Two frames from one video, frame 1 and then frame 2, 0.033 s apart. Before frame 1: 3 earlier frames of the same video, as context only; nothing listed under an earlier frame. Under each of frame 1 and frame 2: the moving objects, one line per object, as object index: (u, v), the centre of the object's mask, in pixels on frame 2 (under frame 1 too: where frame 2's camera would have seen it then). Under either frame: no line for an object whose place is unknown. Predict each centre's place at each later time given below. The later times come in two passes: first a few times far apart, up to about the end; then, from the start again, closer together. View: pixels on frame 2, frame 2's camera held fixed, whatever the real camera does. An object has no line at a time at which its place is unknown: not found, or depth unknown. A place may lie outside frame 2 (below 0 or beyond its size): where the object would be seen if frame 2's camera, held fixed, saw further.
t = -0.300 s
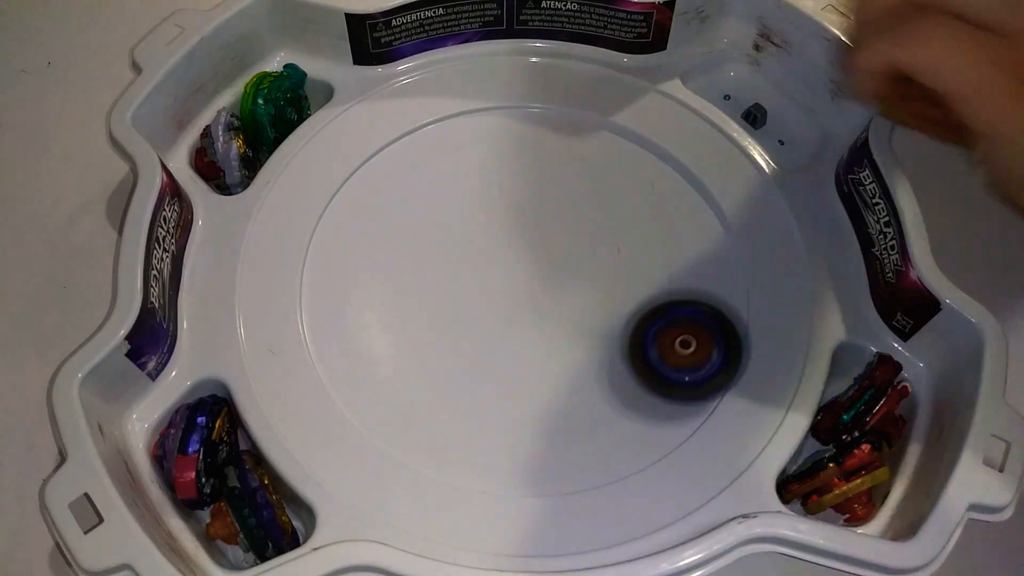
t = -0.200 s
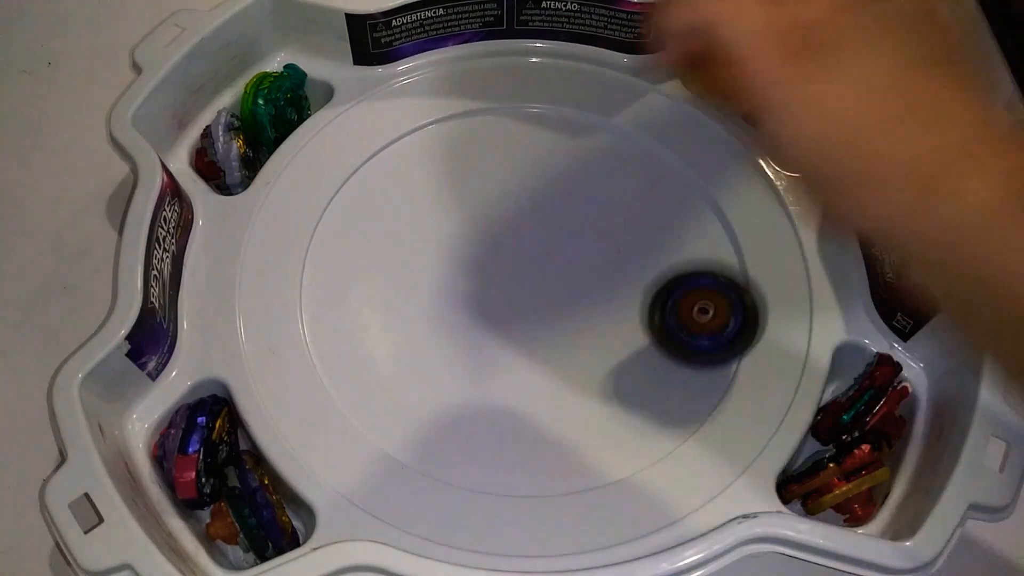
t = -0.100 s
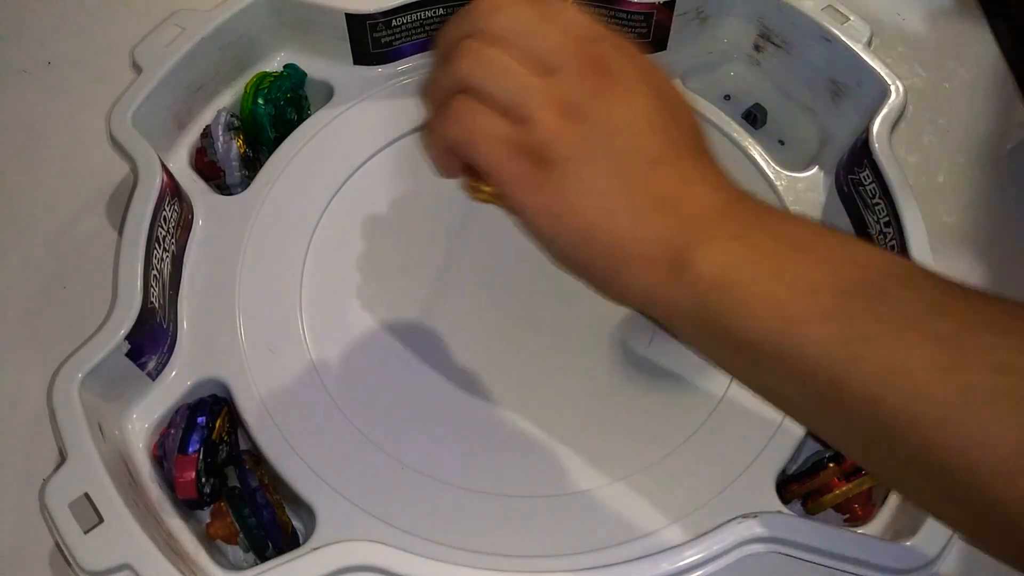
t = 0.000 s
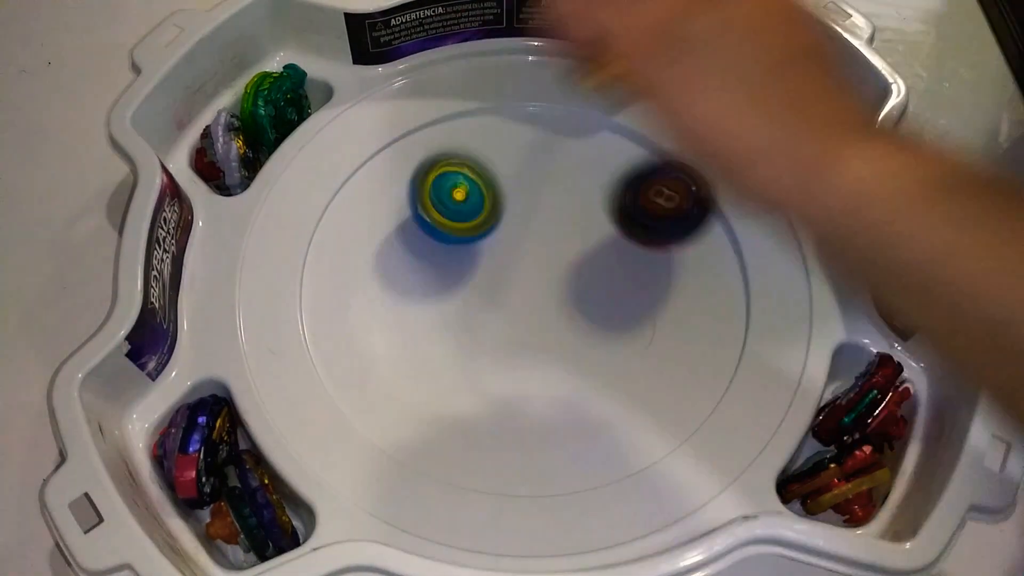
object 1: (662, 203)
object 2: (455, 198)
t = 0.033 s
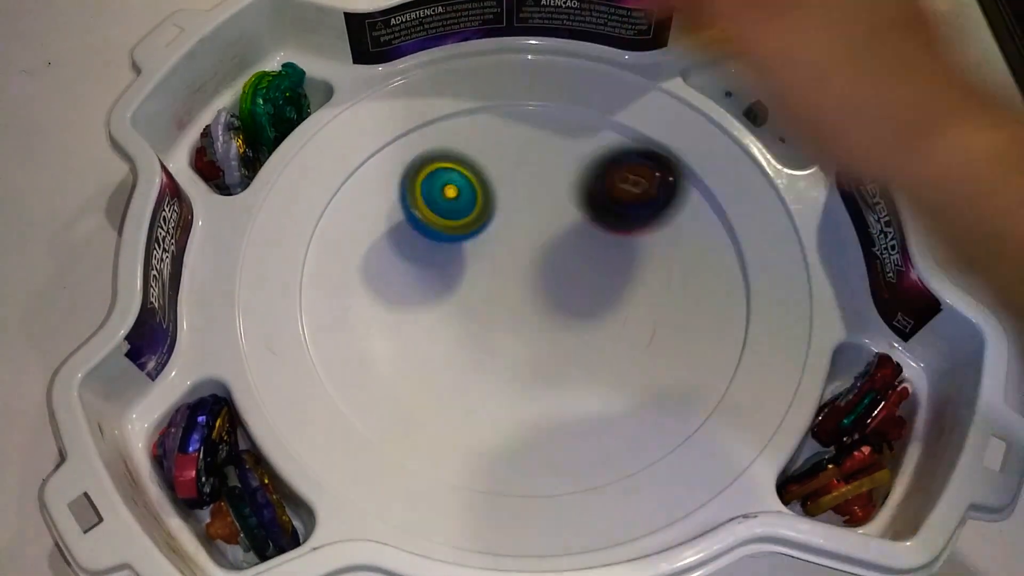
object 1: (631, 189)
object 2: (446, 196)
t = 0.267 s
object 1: (479, 199)
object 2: (317, 275)
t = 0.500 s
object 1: (593, 391)
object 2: (392, 402)
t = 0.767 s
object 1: (723, 253)
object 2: (558, 266)
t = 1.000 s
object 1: (559, 170)
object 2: (447, 72)
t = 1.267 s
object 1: (392, 432)
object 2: (291, 232)
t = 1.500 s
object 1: (582, 496)
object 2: (611, 401)
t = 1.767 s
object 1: (791, 349)
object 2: (684, 163)
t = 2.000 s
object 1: (582, 175)
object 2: (384, 93)
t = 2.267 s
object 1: (232, 268)
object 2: (374, 458)
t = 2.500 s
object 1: (524, 448)
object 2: (672, 183)
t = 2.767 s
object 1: (685, 165)
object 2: (745, 80)
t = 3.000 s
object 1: (345, 178)
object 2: (728, 65)
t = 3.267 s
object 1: (600, 457)
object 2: (788, 110)
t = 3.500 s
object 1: (646, 118)
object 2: (792, 118)
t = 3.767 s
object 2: (781, 116)
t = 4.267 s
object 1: (347, 161)
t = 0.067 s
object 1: (593, 180)
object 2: (438, 205)
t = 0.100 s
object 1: (553, 176)
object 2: (432, 213)
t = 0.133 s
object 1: (525, 174)
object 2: (412, 224)
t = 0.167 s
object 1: (516, 171)
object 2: (375, 237)
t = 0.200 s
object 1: (505, 174)
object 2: (342, 250)
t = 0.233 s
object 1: (493, 183)
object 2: (323, 261)
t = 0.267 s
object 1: (479, 199)
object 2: (317, 275)
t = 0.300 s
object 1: (466, 220)
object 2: (331, 289)
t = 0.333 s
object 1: (454, 250)
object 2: (353, 303)
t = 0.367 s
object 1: (471, 275)
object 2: (343, 330)
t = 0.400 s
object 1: (496, 302)
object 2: (340, 354)
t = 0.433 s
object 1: (523, 333)
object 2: (348, 374)
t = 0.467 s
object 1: (556, 363)
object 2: (365, 390)
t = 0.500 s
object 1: (593, 391)
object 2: (392, 402)
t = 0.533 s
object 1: (632, 410)
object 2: (426, 407)
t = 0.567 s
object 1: (671, 423)
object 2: (466, 407)
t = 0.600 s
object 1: (677, 395)
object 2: (509, 401)
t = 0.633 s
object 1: (674, 372)
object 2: (554, 385)
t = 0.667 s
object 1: (703, 343)
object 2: (559, 359)
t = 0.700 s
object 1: (732, 320)
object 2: (558, 332)
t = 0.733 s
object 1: (738, 286)
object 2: (558, 300)
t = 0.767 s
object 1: (723, 253)
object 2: (558, 266)
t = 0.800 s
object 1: (708, 223)
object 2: (556, 232)
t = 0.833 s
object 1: (687, 195)
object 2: (552, 196)
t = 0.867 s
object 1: (662, 174)
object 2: (547, 160)
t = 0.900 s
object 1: (630, 159)
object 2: (537, 125)
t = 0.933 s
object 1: (610, 155)
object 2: (510, 89)
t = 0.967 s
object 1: (586, 159)
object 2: (479, 74)
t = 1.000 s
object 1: (559, 170)
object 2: (447, 72)
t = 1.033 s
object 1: (530, 188)
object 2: (414, 77)
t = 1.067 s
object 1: (501, 212)
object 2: (383, 78)
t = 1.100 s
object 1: (472, 241)
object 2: (356, 88)
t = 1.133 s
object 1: (446, 275)
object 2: (333, 110)
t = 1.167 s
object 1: (424, 313)
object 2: (312, 136)
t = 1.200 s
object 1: (407, 352)
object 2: (296, 164)
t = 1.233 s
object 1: (396, 391)
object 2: (288, 196)
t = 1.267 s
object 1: (392, 432)
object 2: (291, 232)
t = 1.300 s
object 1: (408, 446)
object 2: (308, 273)
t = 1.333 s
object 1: (432, 460)
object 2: (336, 316)
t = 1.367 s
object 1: (458, 474)
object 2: (375, 357)
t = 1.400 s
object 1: (485, 484)
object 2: (425, 385)
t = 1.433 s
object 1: (515, 500)
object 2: (484, 399)
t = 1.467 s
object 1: (549, 507)
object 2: (547, 404)
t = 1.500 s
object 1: (582, 496)
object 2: (611, 401)
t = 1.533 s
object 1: (616, 480)
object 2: (669, 389)
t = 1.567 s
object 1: (647, 468)
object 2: (713, 357)
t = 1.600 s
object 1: (676, 454)
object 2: (753, 332)
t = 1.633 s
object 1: (706, 441)
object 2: (759, 292)
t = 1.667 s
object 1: (734, 425)
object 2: (753, 257)
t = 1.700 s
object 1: (763, 406)
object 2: (738, 227)
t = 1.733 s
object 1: (784, 382)
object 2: (712, 196)
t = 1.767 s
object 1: (791, 349)
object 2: (684, 163)
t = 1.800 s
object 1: (786, 318)
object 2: (652, 131)
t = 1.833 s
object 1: (772, 286)
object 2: (615, 104)
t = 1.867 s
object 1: (748, 258)
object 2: (571, 88)
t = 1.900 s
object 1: (719, 232)
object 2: (524, 74)
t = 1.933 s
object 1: (679, 209)
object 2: (476, 62)
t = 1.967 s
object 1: (633, 190)
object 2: (429, 66)
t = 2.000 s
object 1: (582, 175)
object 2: (384, 93)
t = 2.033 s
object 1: (529, 165)
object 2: (343, 127)
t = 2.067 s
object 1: (476, 160)
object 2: (303, 175)
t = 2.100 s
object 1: (424, 159)
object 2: (270, 232)
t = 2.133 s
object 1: (371, 167)
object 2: (250, 290)
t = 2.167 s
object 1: (321, 179)
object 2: (248, 356)
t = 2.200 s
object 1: (290, 200)
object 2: (274, 423)
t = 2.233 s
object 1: (260, 235)
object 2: (326, 477)
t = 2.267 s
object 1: (232, 268)
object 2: (374, 458)
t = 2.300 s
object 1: (230, 306)
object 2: (421, 426)
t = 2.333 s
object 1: (256, 353)
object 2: (466, 401)
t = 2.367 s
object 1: (291, 402)
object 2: (515, 365)
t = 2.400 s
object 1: (328, 454)
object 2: (560, 327)
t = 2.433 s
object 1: (387, 477)
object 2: (605, 283)
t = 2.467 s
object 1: (457, 459)
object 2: (643, 233)
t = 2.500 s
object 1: (524, 448)
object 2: (672, 183)
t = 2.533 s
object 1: (586, 422)
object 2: (687, 137)
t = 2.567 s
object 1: (638, 390)
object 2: (689, 95)
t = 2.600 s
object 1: (679, 351)
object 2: (685, 68)
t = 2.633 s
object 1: (709, 311)
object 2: (682, 55)
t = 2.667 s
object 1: (726, 268)
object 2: (691, 65)
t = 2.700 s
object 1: (735, 223)
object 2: (704, 75)
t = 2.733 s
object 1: (726, 183)
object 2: (720, 82)
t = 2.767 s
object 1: (685, 165)
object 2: (745, 80)
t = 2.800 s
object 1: (636, 159)
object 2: (757, 75)
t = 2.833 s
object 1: (591, 149)
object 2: (733, 69)
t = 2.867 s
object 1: (541, 142)
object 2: (710, 63)
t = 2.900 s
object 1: (491, 141)
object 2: (705, 61)
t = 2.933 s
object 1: (440, 145)
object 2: (706, 64)
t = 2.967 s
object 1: (391, 157)
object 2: (715, 62)
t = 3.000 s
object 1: (345, 178)
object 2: (728, 65)
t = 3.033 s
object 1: (315, 207)
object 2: (741, 67)
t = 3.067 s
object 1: (305, 257)
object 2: (740, 81)
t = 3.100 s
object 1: (310, 311)
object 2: (748, 88)
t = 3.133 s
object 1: (335, 366)
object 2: (758, 95)
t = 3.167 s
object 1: (382, 417)
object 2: (767, 103)
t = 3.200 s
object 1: (450, 452)
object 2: (780, 112)
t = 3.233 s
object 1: (525, 465)
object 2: (794, 118)
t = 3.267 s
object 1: (600, 457)
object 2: (788, 110)
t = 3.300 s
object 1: (668, 424)
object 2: (784, 109)
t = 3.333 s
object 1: (717, 373)
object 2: (787, 109)
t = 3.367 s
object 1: (742, 322)
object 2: (790, 111)
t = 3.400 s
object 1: (747, 266)
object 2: (790, 114)
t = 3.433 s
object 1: (732, 208)
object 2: (788, 117)
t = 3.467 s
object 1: (697, 158)
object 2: (792, 121)
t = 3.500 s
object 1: (646, 118)
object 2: (792, 118)
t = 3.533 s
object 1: (583, 94)
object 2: (783, 114)
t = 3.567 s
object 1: (508, 87)
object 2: (784, 118)
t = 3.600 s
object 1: (435, 102)
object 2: (783, 116)
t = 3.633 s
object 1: (366, 146)
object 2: (774, 111)
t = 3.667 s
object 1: (318, 216)
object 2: (773, 104)
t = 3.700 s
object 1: (309, 304)
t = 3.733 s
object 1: (352, 384)
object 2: (774, 110)
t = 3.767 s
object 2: (781, 116)
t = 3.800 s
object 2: (783, 114)
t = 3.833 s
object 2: (778, 112)
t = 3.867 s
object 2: (776, 107)
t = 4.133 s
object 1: (590, 94)
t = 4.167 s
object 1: (530, 84)
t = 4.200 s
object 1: (468, 90)
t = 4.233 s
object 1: (405, 112)
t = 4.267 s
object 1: (347, 161)
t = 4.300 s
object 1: (309, 236)
